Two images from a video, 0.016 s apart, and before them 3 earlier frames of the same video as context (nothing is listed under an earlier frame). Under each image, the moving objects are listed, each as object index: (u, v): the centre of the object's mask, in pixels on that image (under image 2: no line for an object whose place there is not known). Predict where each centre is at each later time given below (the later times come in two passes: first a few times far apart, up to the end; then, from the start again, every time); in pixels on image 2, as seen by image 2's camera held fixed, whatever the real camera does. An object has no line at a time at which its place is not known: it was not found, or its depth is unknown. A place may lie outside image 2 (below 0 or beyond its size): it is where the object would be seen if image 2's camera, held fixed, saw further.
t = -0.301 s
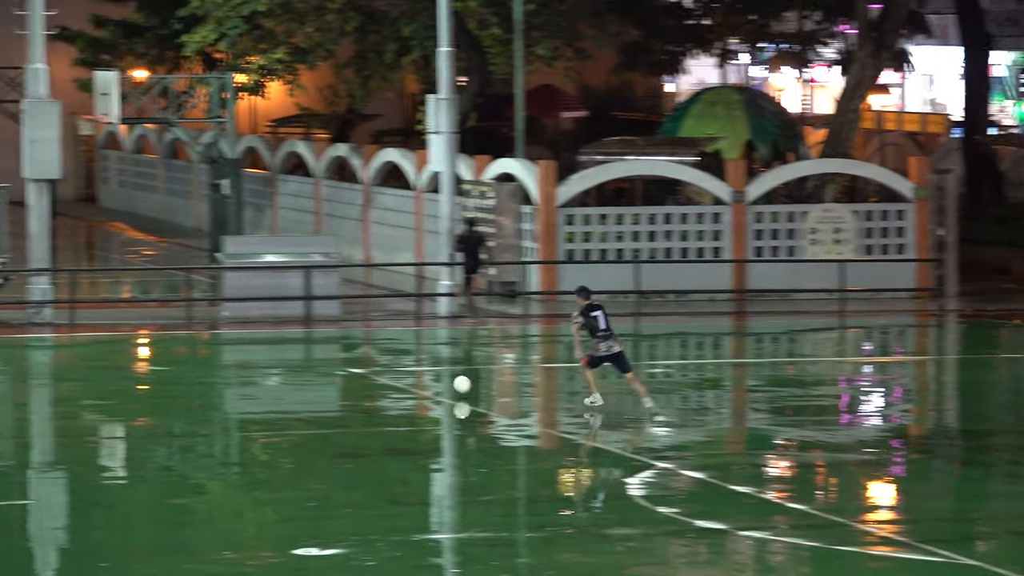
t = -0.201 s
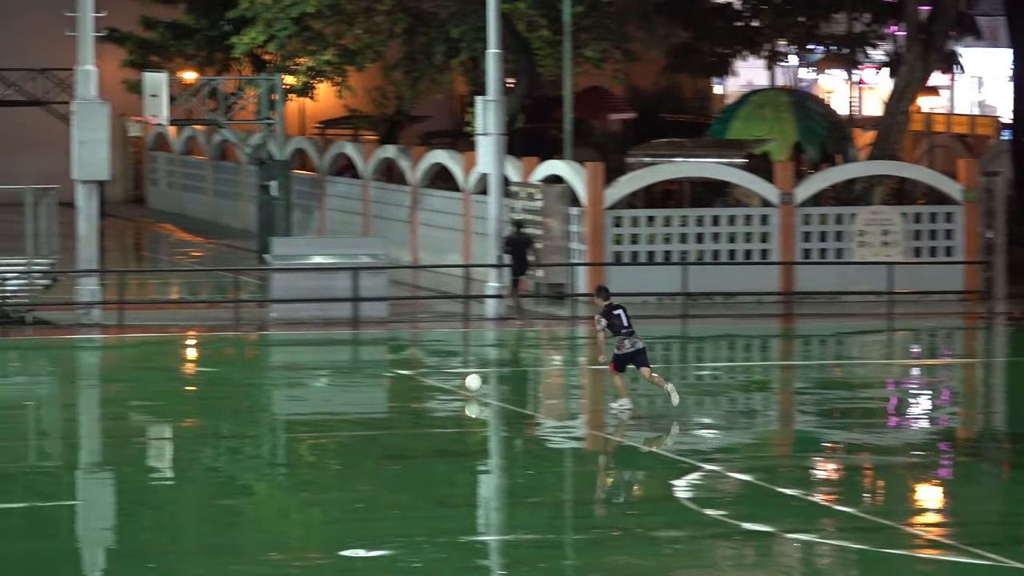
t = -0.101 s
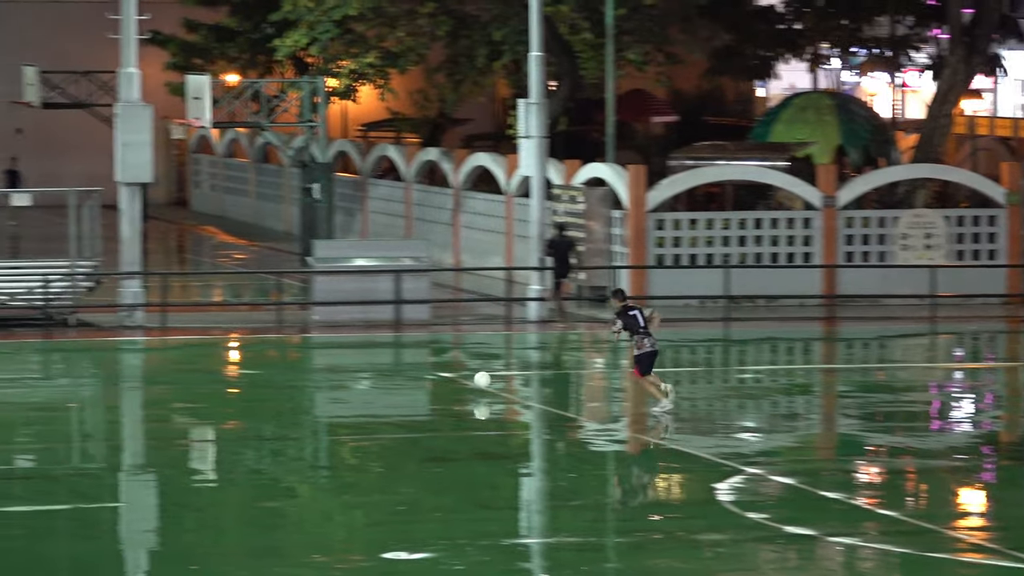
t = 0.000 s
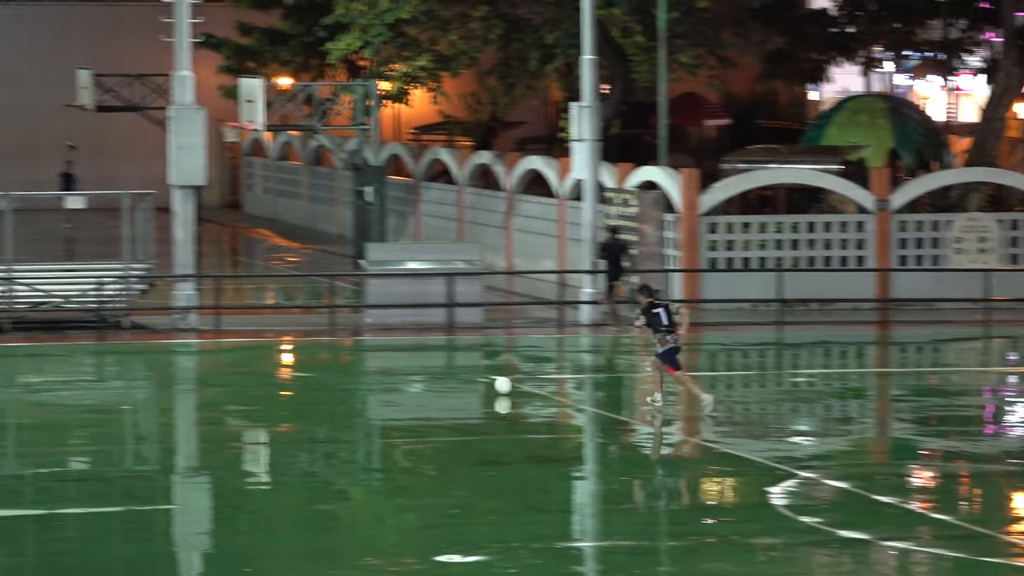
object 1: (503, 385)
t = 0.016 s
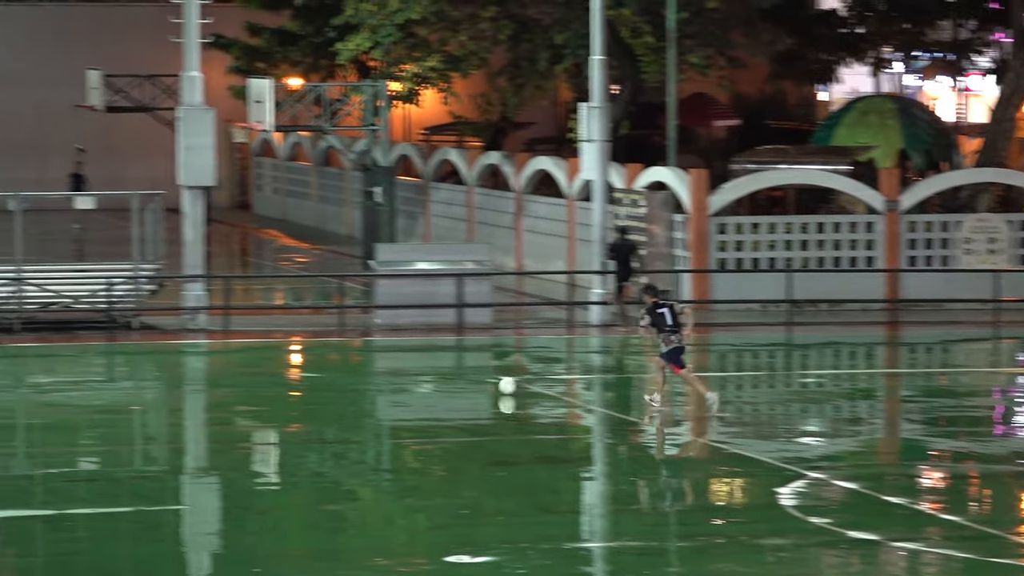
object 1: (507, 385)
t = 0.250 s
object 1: (445, 380)
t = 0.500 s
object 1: (381, 374)
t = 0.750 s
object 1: (321, 371)
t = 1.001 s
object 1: (264, 365)
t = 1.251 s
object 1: (211, 361)
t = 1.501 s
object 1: (161, 357)
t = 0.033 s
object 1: (502, 384)
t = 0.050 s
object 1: (498, 383)
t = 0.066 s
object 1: (493, 382)
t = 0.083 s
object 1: (489, 381)
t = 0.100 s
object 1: (484, 380)
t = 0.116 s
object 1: (480, 380)
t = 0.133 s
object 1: (475, 379)
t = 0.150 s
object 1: (471, 379)
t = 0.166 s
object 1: (467, 379)
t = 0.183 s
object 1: (462, 379)
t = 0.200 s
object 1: (458, 380)
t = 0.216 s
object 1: (454, 381)
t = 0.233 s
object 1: (450, 381)
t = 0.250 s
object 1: (445, 380)
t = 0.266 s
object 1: (441, 379)
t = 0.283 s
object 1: (436, 378)
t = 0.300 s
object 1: (432, 377)
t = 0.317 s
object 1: (428, 376)
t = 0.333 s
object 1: (424, 376)
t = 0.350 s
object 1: (419, 376)
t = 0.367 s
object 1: (415, 376)
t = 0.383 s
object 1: (411, 376)
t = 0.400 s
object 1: (407, 376)
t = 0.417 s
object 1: (402, 377)
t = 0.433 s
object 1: (398, 377)
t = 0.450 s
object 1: (394, 375)
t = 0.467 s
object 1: (390, 375)
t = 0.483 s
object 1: (385, 374)
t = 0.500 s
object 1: (381, 374)
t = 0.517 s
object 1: (377, 373)
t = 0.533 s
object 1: (373, 373)
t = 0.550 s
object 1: (369, 373)
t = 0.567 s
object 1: (365, 374)
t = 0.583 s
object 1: (361, 374)
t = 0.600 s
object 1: (357, 374)
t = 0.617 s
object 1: (353, 374)
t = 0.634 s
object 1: (349, 373)
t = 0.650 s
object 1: (345, 372)
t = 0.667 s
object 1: (341, 371)
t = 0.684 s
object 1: (337, 371)
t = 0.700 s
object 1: (333, 371)
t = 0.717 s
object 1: (329, 371)
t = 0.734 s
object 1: (325, 371)
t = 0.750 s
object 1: (321, 371)
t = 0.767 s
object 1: (318, 371)
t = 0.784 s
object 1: (314, 370)
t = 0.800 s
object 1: (310, 370)
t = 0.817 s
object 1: (306, 369)
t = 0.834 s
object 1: (303, 369)
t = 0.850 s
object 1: (299, 369)
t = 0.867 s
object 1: (294, 368)
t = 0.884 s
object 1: (291, 367)
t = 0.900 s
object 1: (286, 368)
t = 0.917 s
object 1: (282, 367)
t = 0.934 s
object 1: (279, 368)
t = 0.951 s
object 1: (275, 367)
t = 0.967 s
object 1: (272, 366)
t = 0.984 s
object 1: (268, 366)
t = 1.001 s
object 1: (264, 365)
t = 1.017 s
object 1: (261, 365)
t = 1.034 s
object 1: (257, 365)
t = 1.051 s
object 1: (253, 365)
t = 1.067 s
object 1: (250, 364)
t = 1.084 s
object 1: (246, 364)
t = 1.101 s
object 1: (243, 363)
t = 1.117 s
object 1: (239, 363)
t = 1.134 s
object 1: (236, 363)
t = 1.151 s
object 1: (232, 363)
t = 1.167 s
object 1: (229, 363)
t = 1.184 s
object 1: (225, 363)
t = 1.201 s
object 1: (222, 362)
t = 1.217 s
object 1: (218, 362)
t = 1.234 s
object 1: (215, 362)
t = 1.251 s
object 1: (211, 361)
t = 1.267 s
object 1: (208, 361)
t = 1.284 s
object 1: (205, 361)
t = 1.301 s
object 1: (201, 360)
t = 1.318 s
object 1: (198, 360)
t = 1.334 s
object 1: (194, 360)
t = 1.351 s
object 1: (191, 359)
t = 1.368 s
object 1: (187, 359)
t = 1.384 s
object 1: (184, 358)
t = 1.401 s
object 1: (181, 358)
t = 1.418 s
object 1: (177, 358)
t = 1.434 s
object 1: (174, 358)
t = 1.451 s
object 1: (170, 358)
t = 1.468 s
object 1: (167, 357)
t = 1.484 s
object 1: (164, 357)
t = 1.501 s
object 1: (161, 357)
